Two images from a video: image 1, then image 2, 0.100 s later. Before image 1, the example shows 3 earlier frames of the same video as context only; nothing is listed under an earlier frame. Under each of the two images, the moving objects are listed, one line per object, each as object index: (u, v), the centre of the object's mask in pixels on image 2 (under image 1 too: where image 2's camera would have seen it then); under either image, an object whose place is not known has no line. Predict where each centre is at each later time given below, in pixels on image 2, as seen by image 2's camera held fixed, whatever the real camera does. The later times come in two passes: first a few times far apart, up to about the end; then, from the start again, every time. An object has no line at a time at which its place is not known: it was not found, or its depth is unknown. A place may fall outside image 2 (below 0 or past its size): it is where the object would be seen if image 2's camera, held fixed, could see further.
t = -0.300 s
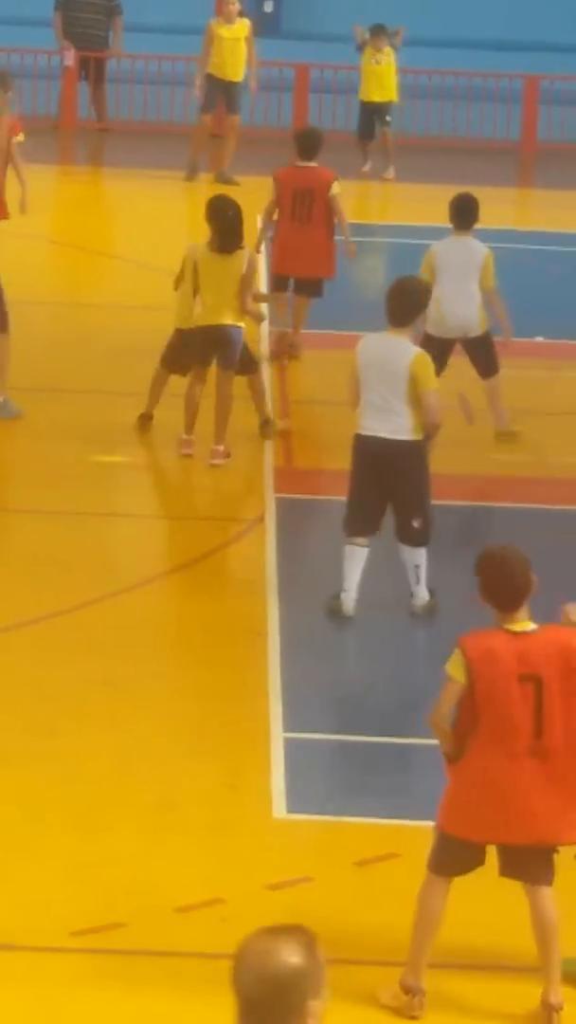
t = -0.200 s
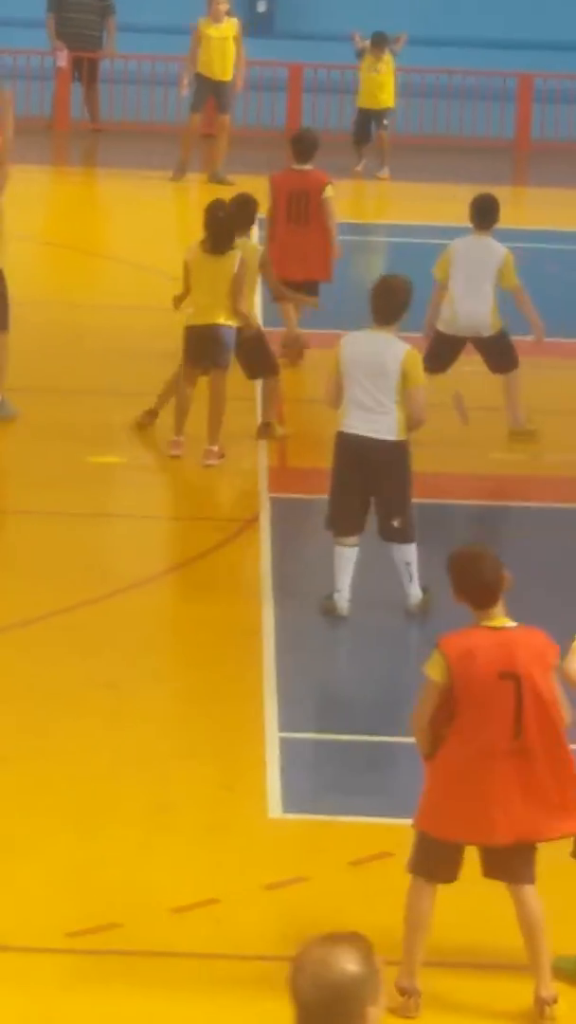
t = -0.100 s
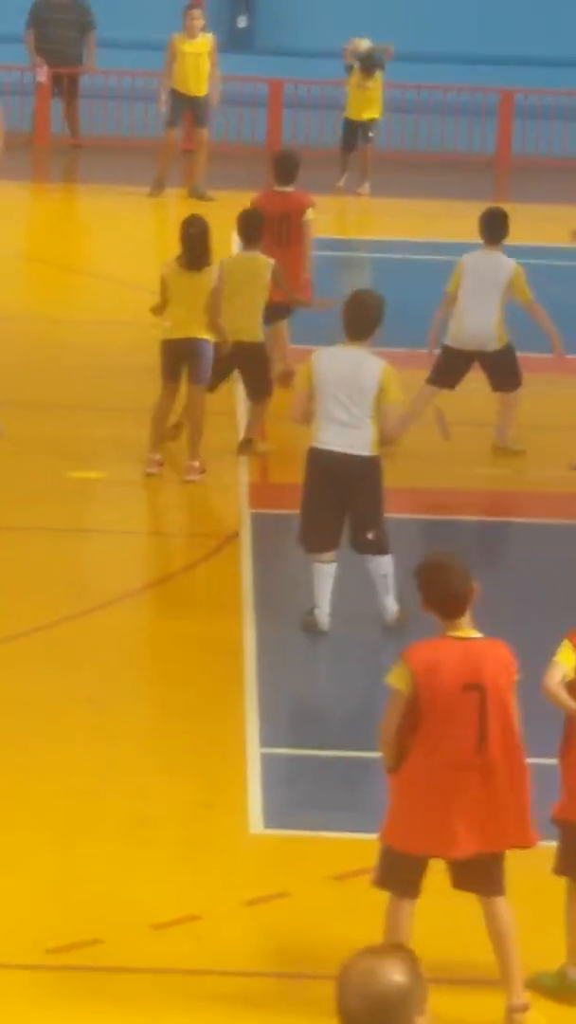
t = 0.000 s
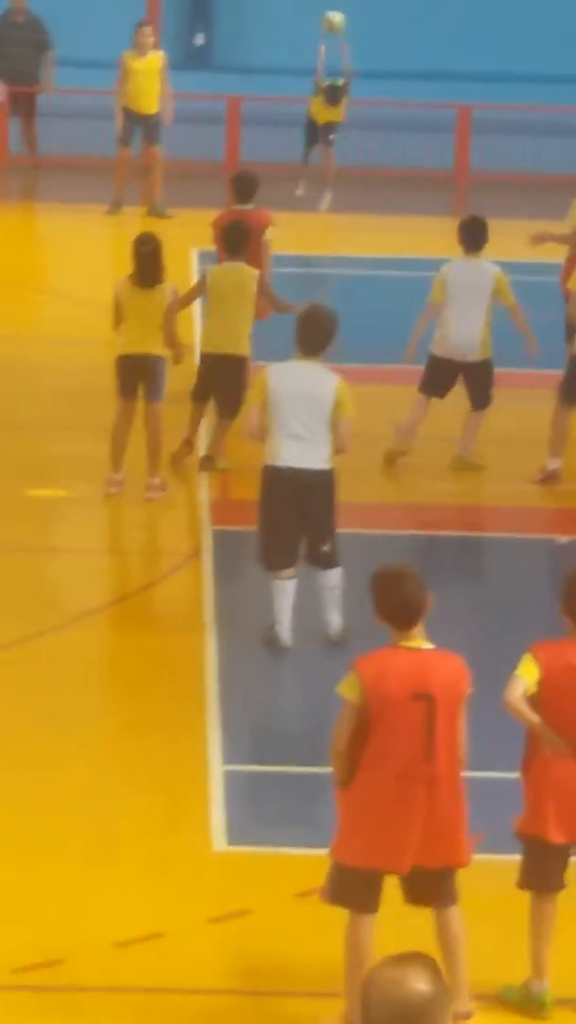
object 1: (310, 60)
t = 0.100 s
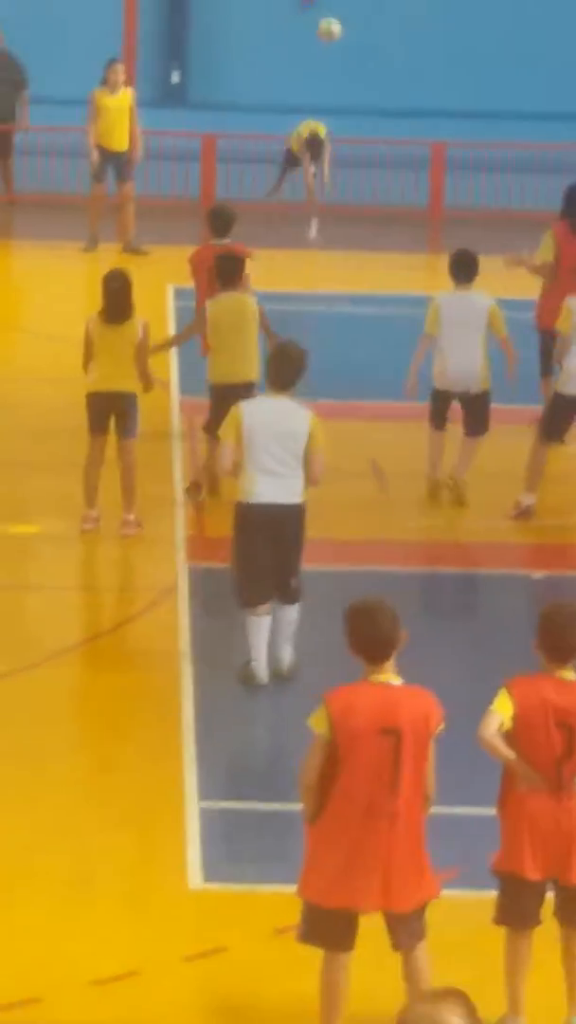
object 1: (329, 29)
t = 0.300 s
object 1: (371, 5)
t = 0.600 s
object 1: (441, 63)
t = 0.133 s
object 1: (336, 21)
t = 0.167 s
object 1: (342, 15)
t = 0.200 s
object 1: (350, 10)
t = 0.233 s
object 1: (357, 5)
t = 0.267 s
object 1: (365, 4)
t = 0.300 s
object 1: (371, 5)
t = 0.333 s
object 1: (379, 6)
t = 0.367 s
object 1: (387, 8)
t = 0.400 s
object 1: (395, 11)
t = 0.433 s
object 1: (403, 16)
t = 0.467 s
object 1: (411, 22)
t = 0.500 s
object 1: (419, 30)
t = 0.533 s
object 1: (425, 40)
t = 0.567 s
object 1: (433, 51)
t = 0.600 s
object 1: (441, 63)
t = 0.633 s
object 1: (450, 78)
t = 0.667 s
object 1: (458, 94)
